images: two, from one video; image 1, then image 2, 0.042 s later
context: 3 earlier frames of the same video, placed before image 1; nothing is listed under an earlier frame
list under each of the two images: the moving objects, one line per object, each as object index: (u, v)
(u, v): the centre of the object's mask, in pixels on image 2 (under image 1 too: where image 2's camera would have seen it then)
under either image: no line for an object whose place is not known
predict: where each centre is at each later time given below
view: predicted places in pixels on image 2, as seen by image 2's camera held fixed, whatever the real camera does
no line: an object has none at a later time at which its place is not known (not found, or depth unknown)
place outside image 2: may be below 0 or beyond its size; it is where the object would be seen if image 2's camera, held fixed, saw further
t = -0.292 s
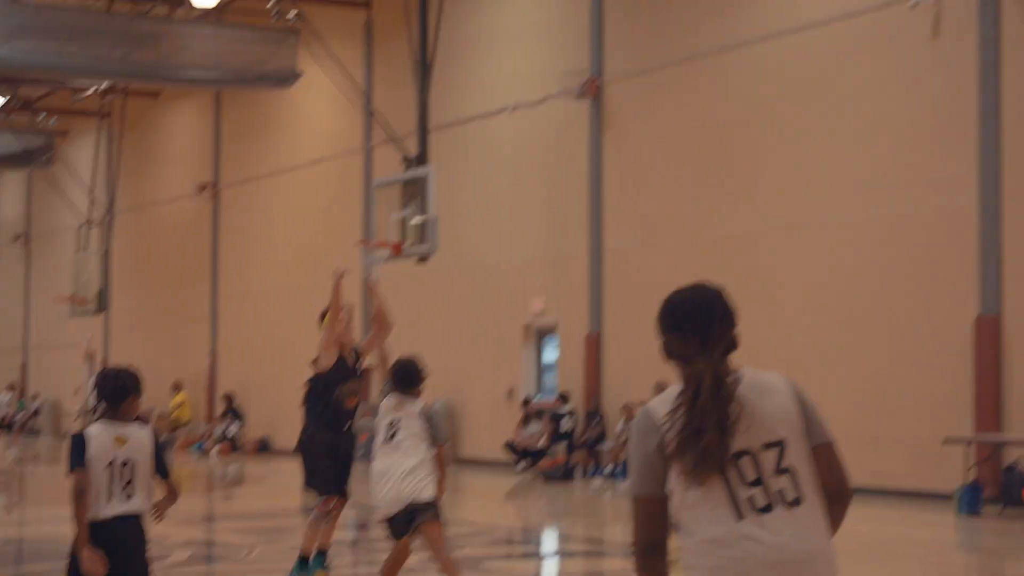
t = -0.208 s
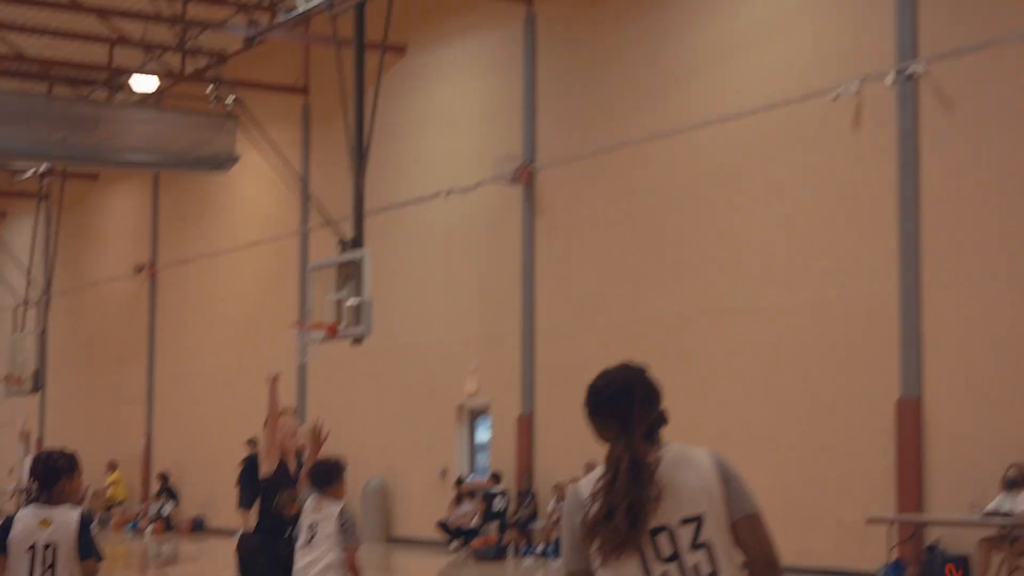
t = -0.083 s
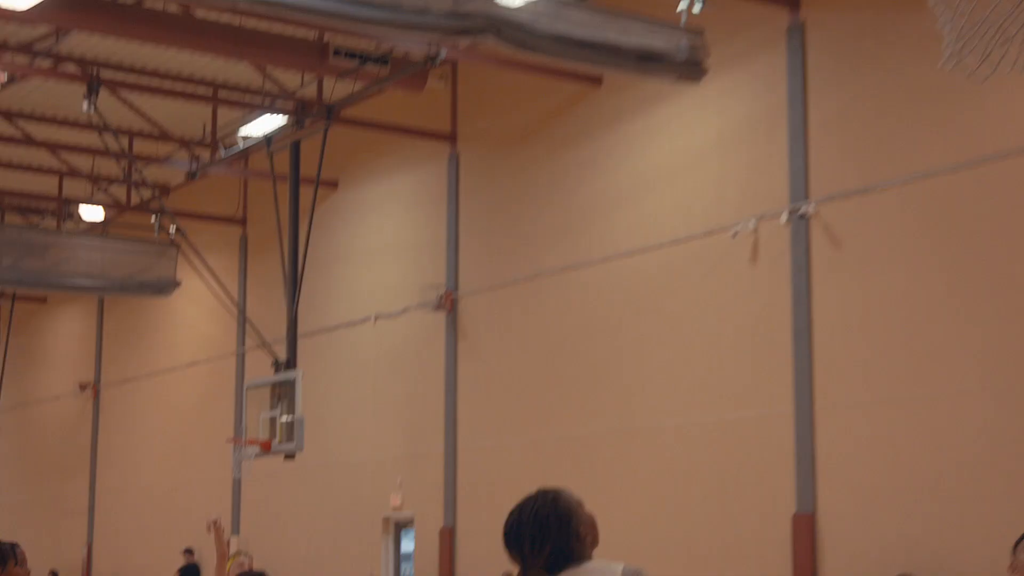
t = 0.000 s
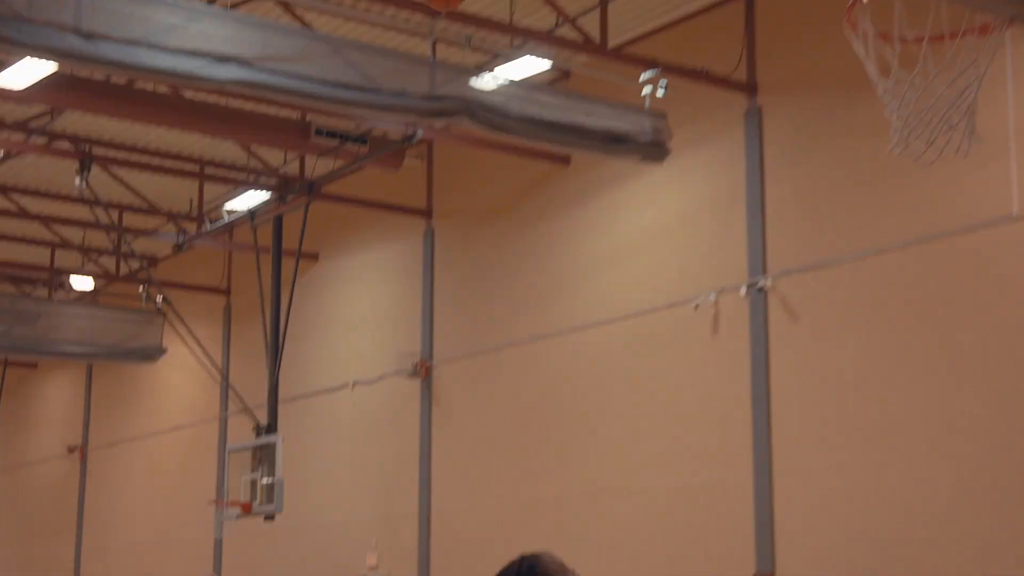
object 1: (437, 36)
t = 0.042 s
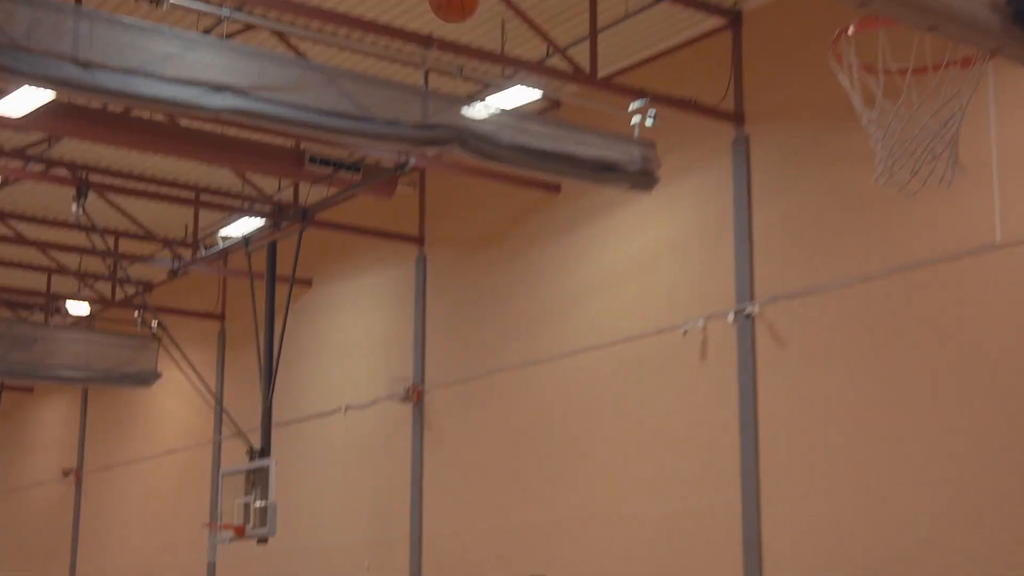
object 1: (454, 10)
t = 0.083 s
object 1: (479, -25)
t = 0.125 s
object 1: (498, -44)
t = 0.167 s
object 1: (528, -61)
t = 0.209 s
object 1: (549, -70)
